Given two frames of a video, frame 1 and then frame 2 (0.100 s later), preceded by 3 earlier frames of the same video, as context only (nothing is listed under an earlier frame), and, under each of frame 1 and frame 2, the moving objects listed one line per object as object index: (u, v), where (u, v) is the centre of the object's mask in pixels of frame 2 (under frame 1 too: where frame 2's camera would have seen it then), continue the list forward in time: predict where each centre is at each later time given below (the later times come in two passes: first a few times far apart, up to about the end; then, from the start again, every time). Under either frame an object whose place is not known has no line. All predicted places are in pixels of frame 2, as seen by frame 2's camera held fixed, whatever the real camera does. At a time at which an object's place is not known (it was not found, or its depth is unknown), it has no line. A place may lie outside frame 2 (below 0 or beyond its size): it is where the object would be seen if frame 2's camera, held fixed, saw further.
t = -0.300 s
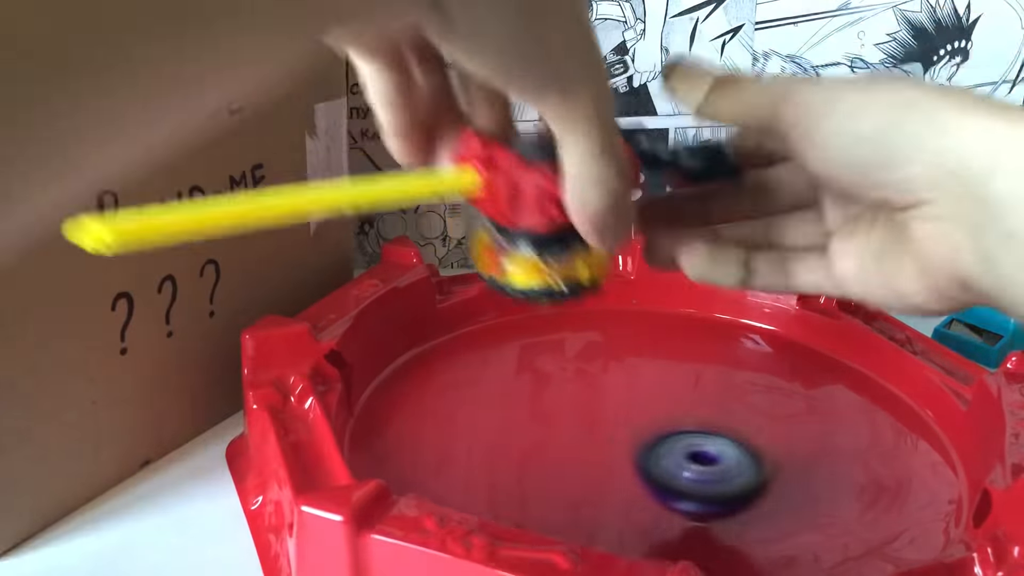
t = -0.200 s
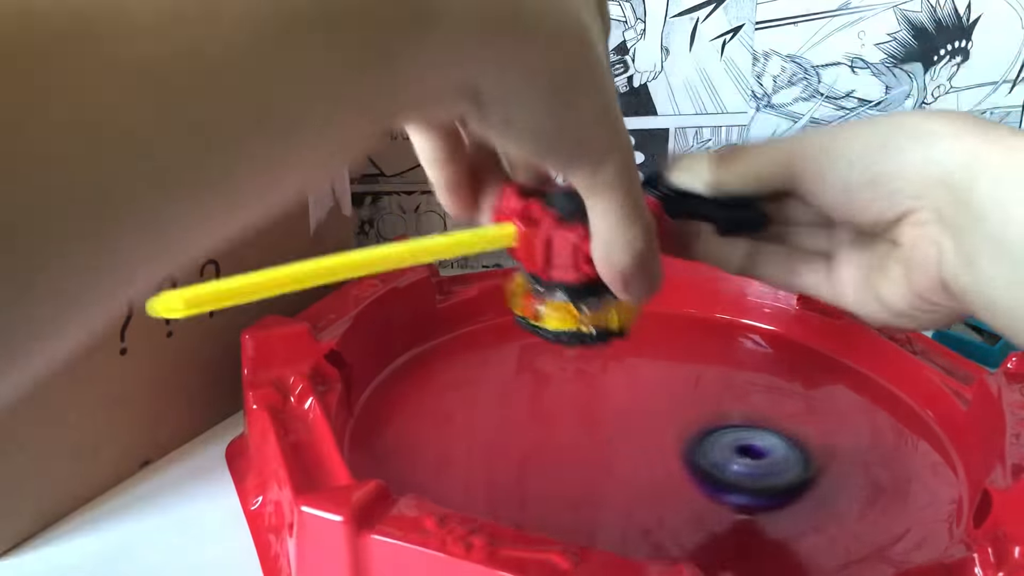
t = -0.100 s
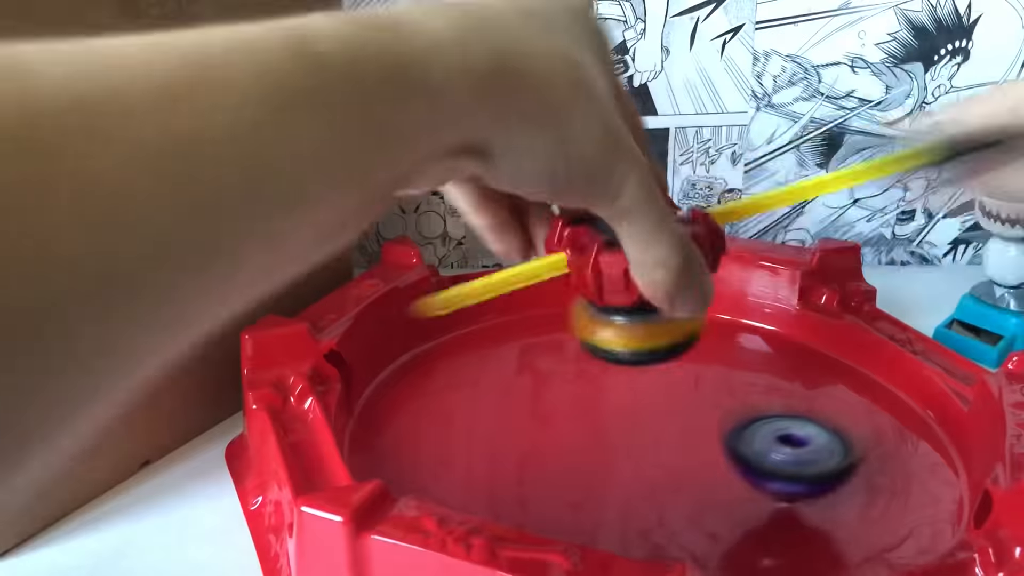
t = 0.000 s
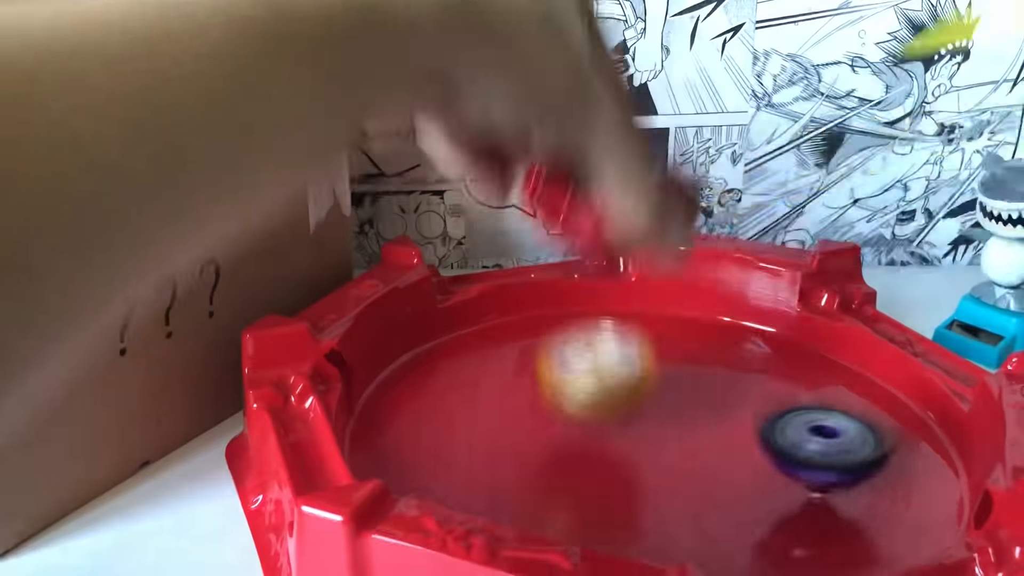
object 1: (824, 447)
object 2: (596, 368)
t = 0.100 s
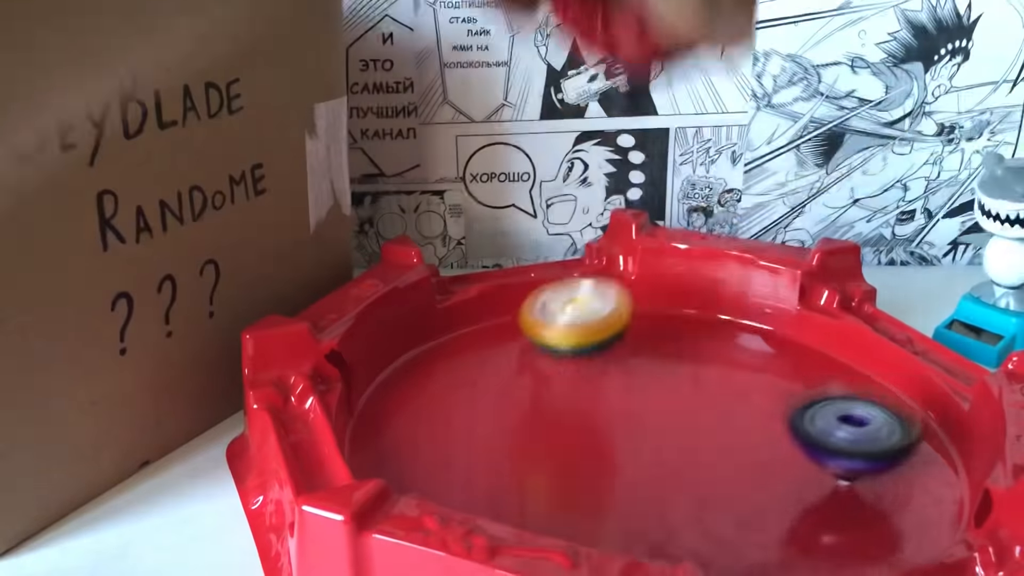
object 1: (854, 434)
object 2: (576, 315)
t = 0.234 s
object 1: (883, 424)
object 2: (568, 324)
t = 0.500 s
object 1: (894, 400)
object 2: (589, 368)
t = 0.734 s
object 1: (870, 384)
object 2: (621, 427)
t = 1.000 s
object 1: (806, 379)
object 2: (655, 485)
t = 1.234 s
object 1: (737, 385)
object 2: (684, 506)
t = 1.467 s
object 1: (674, 401)
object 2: (684, 505)
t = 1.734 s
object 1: (606, 414)
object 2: (664, 485)
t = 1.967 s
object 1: (549, 408)
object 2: (645, 489)
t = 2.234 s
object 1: (528, 410)
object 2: (621, 473)
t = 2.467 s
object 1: (507, 390)
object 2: (654, 493)
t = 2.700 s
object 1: (517, 381)
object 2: (662, 478)
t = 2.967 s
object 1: (561, 373)
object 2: (659, 449)
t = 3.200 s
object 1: (615, 360)
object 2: (642, 437)
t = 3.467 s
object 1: (669, 352)
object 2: (630, 429)
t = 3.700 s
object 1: (723, 354)
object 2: (623, 418)
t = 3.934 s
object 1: (765, 367)
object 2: (624, 412)
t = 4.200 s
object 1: (806, 393)
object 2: (644, 410)
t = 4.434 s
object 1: (834, 422)
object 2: (669, 409)
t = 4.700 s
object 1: (842, 452)
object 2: (701, 408)
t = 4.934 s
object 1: (813, 466)
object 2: (723, 406)
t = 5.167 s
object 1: (768, 472)
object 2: (738, 401)
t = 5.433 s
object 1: (688, 470)
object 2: (756, 398)
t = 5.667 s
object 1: (615, 453)
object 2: (766, 396)
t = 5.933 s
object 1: (559, 422)
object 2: (767, 392)
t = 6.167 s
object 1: (544, 398)
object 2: (754, 395)
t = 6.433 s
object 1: (562, 372)
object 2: (732, 408)
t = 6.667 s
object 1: (599, 362)
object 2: (711, 418)
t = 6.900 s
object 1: (647, 360)
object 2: (689, 430)
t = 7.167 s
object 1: (708, 375)
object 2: (661, 444)
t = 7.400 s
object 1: (758, 402)
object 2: (650, 455)
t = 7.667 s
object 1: (794, 427)
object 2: (654, 456)
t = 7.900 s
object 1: (796, 444)
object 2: (651, 447)
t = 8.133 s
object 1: (782, 450)
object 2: (634, 435)
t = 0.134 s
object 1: (863, 432)
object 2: (570, 335)
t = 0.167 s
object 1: (870, 429)
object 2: (568, 325)
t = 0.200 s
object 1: (877, 426)
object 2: (568, 325)
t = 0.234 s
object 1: (883, 424)
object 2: (568, 324)
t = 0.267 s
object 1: (888, 421)
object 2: (570, 325)
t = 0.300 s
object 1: (891, 417)
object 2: (572, 328)
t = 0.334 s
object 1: (894, 414)
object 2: (574, 332)
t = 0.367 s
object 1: (896, 411)
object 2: (577, 338)
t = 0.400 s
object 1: (896, 408)
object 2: (580, 344)
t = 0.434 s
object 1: (896, 405)
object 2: (582, 352)
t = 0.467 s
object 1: (895, 402)
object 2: (586, 359)
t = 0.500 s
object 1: (894, 400)
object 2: (589, 368)
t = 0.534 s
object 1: (892, 397)
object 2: (593, 376)
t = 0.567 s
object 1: (890, 395)
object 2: (597, 384)
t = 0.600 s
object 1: (887, 392)
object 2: (602, 393)
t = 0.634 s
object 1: (883, 390)
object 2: (607, 402)
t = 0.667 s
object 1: (879, 388)
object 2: (612, 410)
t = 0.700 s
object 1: (875, 386)
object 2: (616, 419)
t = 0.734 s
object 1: (870, 384)
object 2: (621, 427)
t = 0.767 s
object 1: (865, 382)
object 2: (625, 435)
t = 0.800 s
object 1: (858, 382)
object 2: (629, 443)
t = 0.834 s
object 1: (850, 381)
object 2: (632, 451)
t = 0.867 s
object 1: (843, 379)
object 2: (636, 459)
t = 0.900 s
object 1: (834, 380)
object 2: (640, 467)
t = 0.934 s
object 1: (825, 378)
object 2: (645, 473)
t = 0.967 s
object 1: (815, 379)
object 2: (650, 480)
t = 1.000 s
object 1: (806, 379)
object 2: (655, 485)
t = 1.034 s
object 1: (796, 378)
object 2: (660, 490)
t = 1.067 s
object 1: (784, 377)
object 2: (666, 495)
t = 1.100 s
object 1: (775, 378)
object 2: (670, 498)
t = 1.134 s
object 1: (763, 380)
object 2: (674, 501)
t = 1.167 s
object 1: (753, 381)
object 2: (678, 503)
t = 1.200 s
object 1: (745, 381)
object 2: (681, 505)
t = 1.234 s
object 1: (737, 385)
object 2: (684, 506)
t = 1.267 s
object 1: (728, 387)
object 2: (686, 507)
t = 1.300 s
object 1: (719, 389)
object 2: (687, 507)
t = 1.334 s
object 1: (709, 392)
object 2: (687, 507)
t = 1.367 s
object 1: (701, 394)
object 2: (687, 507)
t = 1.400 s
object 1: (692, 396)
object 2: (686, 507)
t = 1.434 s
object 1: (683, 398)
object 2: (686, 506)
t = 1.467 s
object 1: (674, 401)
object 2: (684, 505)
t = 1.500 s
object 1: (666, 403)
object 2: (681, 503)
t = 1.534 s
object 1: (657, 405)
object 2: (679, 500)
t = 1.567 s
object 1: (649, 406)
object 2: (677, 499)
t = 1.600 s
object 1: (642, 407)
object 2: (675, 496)
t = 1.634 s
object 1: (634, 408)
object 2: (673, 493)
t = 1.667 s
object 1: (626, 411)
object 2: (670, 492)
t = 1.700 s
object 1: (617, 411)
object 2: (667, 487)
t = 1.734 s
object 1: (606, 414)
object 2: (664, 485)
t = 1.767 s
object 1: (596, 413)
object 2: (663, 486)
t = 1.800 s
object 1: (588, 411)
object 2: (662, 489)
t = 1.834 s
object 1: (579, 410)
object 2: (659, 490)
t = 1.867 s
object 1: (570, 408)
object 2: (656, 491)
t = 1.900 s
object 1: (562, 408)
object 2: (653, 491)
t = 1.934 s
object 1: (555, 408)
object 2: (649, 490)
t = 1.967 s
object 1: (549, 408)
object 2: (645, 489)
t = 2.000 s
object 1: (544, 408)
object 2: (642, 488)
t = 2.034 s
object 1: (539, 408)
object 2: (638, 486)
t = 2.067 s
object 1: (536, 408)
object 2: (635, 484)
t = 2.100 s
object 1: (533, 408)
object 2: (632, 482)
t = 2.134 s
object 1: (531, 408)
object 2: (629, 480)
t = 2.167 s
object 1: (530, 407)
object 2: (627, 478)
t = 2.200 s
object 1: (529, 410)
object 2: (624, 476)
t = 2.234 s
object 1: (528, 410)
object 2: (621, 473)
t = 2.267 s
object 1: (528, 408)
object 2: (619, 471)
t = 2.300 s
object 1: (522, 405)
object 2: (626, 476)
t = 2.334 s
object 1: (515, 399)
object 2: (636, 483)
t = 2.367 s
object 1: (512, 396)
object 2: (643, 488)
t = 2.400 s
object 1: (509, 394)
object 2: (647, 491)
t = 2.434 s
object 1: (508, 392)
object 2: (651, 493)
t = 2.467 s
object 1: (507, 390)
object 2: (654, 493)
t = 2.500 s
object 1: (507, 390)
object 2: (656, 493)
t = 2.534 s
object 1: (507, 388)
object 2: (658, 491)
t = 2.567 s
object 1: (508, 386)
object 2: (659, 489)
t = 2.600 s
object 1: (509, 384)
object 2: (660, 487)
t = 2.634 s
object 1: (511, 383)
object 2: (662, 484)
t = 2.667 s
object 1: (514, 382)
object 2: (662, 481)
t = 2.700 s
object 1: (517, 381)
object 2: (662, 478)
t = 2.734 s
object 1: (521, 380)
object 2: (662, 474)
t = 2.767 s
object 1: (525, 379)
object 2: (663, 471)
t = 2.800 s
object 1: (529, 378)
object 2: (663, 467)
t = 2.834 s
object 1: (534, 377)
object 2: (663, 464)
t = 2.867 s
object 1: (540, 377)
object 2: (663, 460)
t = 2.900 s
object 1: (547, 376)
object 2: (663, 457)
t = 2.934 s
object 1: (554, 374)
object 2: (661, 453)
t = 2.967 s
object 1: (561, 373)
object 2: (659, 449)
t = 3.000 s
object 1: (568, 372)
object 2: (657, 446)
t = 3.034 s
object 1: (575, 372)
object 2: (655, 443)
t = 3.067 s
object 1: (583, 370)
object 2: (652, 440)
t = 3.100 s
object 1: (591, 368)
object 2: (650, 437)
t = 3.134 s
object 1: (599, 366)
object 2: (647, 435)
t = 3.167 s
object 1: (607, 362)
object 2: (645, 437)
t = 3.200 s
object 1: (615, 360)
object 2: (642, 437)
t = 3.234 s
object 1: (622, 358)
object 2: (640, 437)
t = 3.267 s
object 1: (627, 356)
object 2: (638, 436)
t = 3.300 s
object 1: (633, 355)
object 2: (636, 435)
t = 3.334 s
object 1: (640, 354)
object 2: (635, 434)
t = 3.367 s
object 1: (646, 353)
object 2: (634, 433)
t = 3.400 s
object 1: (653, 352)
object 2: (632, 432)
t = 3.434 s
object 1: (661, 352)
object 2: (631, 430)
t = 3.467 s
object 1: (669, 352)
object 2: (630, 429)
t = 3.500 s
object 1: (677, 352)
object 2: (629, 427)
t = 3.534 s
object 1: (684, 352)
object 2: (628, 426)
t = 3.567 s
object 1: (692, 353)
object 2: (628, 424)
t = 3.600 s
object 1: (701, 351)
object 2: (627, 423)
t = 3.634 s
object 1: (708, 353)
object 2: (626, 421)
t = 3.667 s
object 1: (715, 354)
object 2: (625, 420)
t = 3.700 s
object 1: (723, 354)
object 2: (623, 418)
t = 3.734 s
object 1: (730, 355)
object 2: (622, 417)
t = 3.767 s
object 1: (736, 357)
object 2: (621, 416)
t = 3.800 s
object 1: (742, 359)
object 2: (621, 415)
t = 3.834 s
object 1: (748, 360)
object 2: (621, 414)
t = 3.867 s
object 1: (754, 363)
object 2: (622, 414)
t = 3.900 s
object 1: (760, 365)
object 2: (623, 413)
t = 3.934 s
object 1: (765, 367)
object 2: (624, 412)
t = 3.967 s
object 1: (770, 370)
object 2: (626, 412)
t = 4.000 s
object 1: (776, 373)
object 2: (628, 411)
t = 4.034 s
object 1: (781, 376)
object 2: (630, 411)
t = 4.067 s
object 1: (786, 379)
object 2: (633, 411)
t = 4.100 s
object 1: (791, 382)
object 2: (635, 410)
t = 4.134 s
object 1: (796, 385)
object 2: (638, 410)
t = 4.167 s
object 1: (801, 389)
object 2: (641, 410)
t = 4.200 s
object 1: (806, 393)
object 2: (644, 410)
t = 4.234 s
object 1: (811, 397)
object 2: (647, 410)
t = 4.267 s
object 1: (815, 400)
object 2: (650, 410)
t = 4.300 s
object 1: (820, 405)
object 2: (654, 409)
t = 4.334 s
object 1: (824, 408)
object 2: (658, 409)
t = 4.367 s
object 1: (828, 413)
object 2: (661, 409)
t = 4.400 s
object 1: (832, 417)
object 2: (665, 409)
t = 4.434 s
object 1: (834, 422)
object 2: (669, 409)
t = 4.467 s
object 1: (837, 426)
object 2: (673, 408)
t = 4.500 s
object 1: (839, 431)
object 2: (678, 408)
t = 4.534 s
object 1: (841, 435)
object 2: (682, 408)
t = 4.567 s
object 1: (843, 439)
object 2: (686, 408)
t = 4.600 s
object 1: (844, 442)
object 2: (690, 408)
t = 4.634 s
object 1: (843, 446)
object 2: (693, 408)
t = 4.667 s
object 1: (843, 450)
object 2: (697, 408)
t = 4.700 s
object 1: (842, 452)
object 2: (701, 408)
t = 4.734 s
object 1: (840, 455)
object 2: (705, 408)
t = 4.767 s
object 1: (837, 457)
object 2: (709, 407)
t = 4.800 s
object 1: (833, 462)
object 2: (712, 407)
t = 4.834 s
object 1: (830, 462)
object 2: (715, 407)
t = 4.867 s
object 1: (823, 465)
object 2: (718, 407)
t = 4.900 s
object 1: (819, 465)
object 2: (721, 407)
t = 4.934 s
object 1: (813, 466)
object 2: (723, 406)
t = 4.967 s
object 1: (807, 468)
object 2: (725, 405)
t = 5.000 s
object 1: (800, 469)
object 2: (727, 404)
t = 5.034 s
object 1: (794, 471)
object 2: (730, 404)
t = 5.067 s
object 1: (787, 471)
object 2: (731, 403)
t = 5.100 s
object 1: (780, 472)
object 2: (734, 402)
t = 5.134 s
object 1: (774, 473)
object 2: (736, 402)
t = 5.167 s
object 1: (768, 472)
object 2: (738, 401)
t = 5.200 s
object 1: (759, 472)
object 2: (740, 401)
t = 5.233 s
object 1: (748, 473)
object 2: (743, 400)
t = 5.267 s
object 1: (739, 474)
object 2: (745, 400)
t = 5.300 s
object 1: (729, 474)
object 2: (747, 399)
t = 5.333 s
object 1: (720, 474)
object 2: (750, 400)
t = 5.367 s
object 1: (710, 473)
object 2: (752, 399)
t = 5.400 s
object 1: (700, 471)
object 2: (754, 399)
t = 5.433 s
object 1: (688, 470)
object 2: (756, 398)
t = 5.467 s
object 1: (678, 467)
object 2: (757, 398)
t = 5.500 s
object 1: (667, 466)
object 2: (759, 397)
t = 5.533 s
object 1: (655, 464)
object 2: (761, 397)
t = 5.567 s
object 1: (645, 462)
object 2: (762, 397)
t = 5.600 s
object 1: (635, 460)
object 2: (764, 397)
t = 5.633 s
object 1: (624, 457)
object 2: (765, 396)
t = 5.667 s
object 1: (615, 453)
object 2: (766, 396)
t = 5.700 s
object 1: (606, 450)
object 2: (767, 395)
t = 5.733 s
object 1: (597, 446)
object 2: (767, 395)
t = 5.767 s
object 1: (589, 443)
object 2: (767, 394)
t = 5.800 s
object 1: (582, 439)
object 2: (768, 394)
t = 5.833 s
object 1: (575, 435)
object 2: (768, 393)
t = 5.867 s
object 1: (569, 431)
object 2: (768, 393)
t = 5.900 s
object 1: (564, 427)
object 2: (768, 392)
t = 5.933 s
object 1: (559, 422)
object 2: (767, 392)
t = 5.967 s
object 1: (554, 418)
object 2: (765, 392)
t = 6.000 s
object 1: (551, 414)
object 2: (764, 392)
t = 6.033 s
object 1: (549, 411)
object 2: (762, 392)
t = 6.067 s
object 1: (547, 408)
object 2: (760, 393)
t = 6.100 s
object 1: (545, 403)
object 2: (758, 393)
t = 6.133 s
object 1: (545, 400)
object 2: (756, 394)
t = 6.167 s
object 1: (544, 398)
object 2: (754, 395)
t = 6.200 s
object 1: (544, 395)
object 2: (752, 396)
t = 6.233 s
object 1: (545, 390)
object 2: (750, 398)
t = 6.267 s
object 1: (546, 388)
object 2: (747, 399)
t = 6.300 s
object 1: (549, 384)
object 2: (745, 401)
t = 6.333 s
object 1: (552, 380)
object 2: (742, 403)
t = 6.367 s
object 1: (554, 378)
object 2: (739, 405)
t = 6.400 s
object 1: (557, 375)
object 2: (735, 406)
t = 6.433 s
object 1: (562, 372)
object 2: (732, 408)
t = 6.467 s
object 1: (567, 370)
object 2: (728, 410)
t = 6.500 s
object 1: (571, 368)
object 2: (725, 411)
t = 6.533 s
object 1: (576, 366)
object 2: (722, 412)
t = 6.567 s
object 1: (582, 365)
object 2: (718, 414)
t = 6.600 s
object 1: (587, 363)
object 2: (716, 415)
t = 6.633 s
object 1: (593, 363)
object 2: (713, 417)
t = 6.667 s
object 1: (599, 362)
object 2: (711, 418)
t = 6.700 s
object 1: (605, 361)
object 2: (708, 420)
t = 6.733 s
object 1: (612, 361)
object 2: (705, 421)
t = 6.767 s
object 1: (618, 362)
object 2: (702, 423)
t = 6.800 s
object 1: (625, 361)
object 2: (698, 424)
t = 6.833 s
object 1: (632, 361)
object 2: (695, 426)
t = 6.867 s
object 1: (639, 360)
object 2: (692, 428)
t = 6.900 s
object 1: (647, 360)
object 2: (689, 430)
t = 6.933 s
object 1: (654, 361)
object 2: (685, 432)
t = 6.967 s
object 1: (661, 361)
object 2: (681, 434)
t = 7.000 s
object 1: (670, 362)
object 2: (677, 435)
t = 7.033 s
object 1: (677, 364)
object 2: (673, 437)
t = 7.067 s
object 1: (685, 366)
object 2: (669, 439)
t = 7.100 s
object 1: (692, 369)
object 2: (666, 441)
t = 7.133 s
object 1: (700, 372)
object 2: (663, 443)
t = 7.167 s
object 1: (708, 375)
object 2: (661, 444)
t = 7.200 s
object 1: (715, 379)
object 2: (658, 446)
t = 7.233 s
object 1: (723, 382)
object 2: (657, 448)
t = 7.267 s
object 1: (731, 385)
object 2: (655, 450)
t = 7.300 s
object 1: (738, 390)
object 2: (654, 451)
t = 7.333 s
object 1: (745, 394)
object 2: (653, 453)
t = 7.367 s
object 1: (752, 398)
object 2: (651, 454)
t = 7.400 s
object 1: (758, 402)
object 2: (650, 455)
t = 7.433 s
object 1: (765, 406)
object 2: (650, 456)
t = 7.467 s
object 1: (772, 410)
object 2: (650, 456)
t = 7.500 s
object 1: (777, 414)
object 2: (651, 456)
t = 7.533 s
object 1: (781, 416)
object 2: (652, 456)
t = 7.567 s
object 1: (785, 419)
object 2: (653, 456)
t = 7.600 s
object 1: (789, 422)
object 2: (653, 456)
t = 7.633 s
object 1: (792, 425)
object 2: (654, 456)
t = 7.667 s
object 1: (794, 427)
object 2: (654, 456)
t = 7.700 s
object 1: (795, 431)
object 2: (654, 455)
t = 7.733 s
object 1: (796, 433)
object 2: (655, 454)
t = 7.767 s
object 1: (796, 436)
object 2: (655, 453)
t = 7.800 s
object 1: (796, 439)
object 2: (656, 452)
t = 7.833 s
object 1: (795, 441)
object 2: (656, 450)
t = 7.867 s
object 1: (795, 442)
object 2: (654, 449)
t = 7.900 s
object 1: (796, 444)
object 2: (651, 447)
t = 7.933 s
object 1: (796, 445)
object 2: (648, 445)
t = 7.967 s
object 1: (795, 446)
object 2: (645, 443)
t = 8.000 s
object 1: (794, 447)
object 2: (643, 442)
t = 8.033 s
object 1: (792, 448)
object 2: (641, 440)
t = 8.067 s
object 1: (789, 449)
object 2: (639, 438)
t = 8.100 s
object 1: (786, 449)
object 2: (636, 436)
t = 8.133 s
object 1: (782, 450)
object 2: (634, 435)
